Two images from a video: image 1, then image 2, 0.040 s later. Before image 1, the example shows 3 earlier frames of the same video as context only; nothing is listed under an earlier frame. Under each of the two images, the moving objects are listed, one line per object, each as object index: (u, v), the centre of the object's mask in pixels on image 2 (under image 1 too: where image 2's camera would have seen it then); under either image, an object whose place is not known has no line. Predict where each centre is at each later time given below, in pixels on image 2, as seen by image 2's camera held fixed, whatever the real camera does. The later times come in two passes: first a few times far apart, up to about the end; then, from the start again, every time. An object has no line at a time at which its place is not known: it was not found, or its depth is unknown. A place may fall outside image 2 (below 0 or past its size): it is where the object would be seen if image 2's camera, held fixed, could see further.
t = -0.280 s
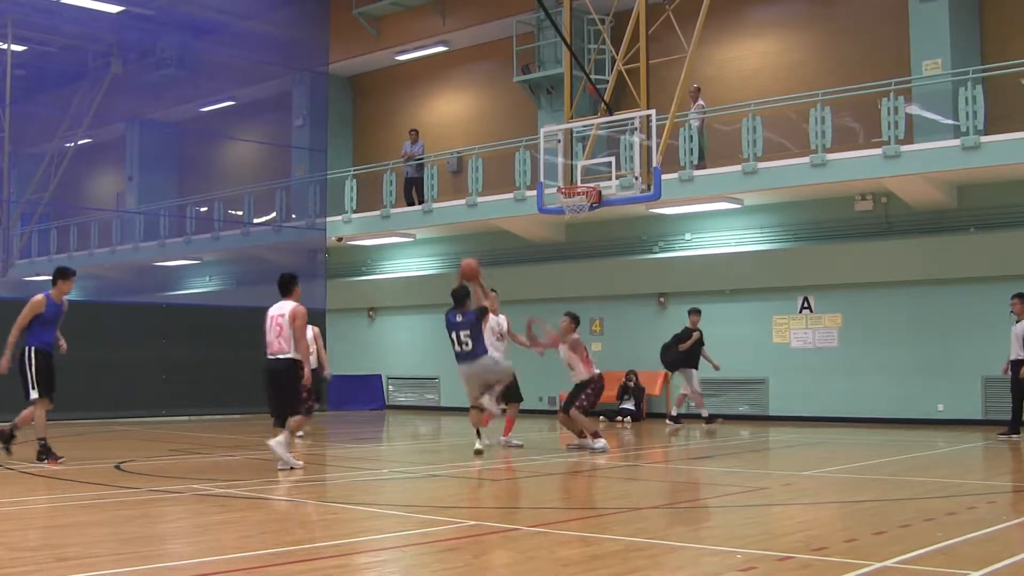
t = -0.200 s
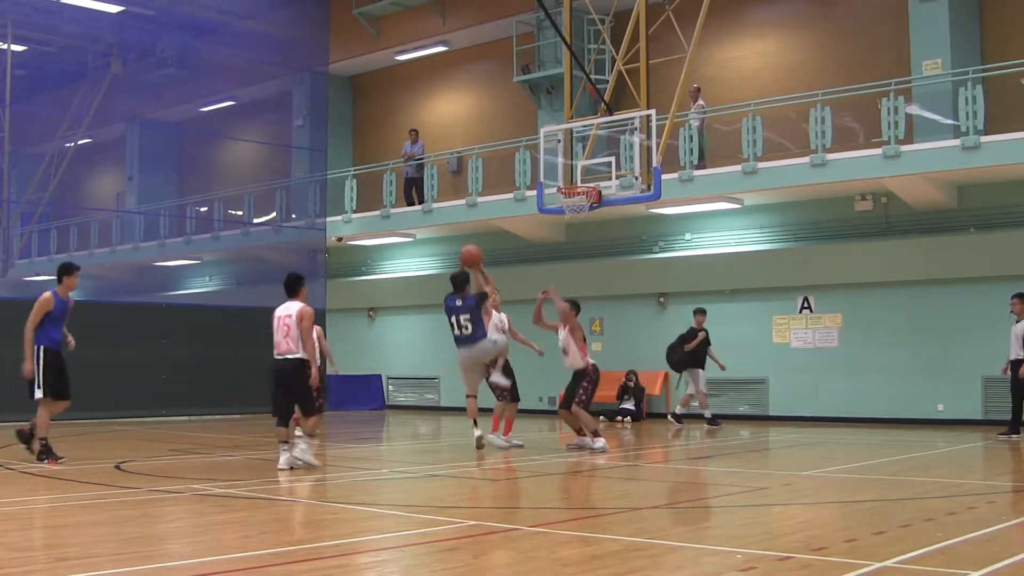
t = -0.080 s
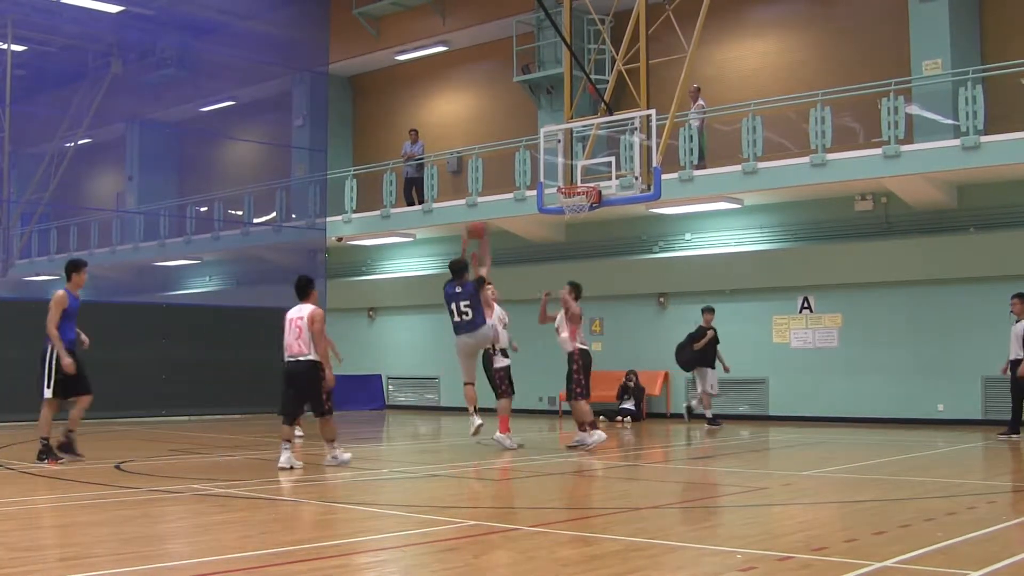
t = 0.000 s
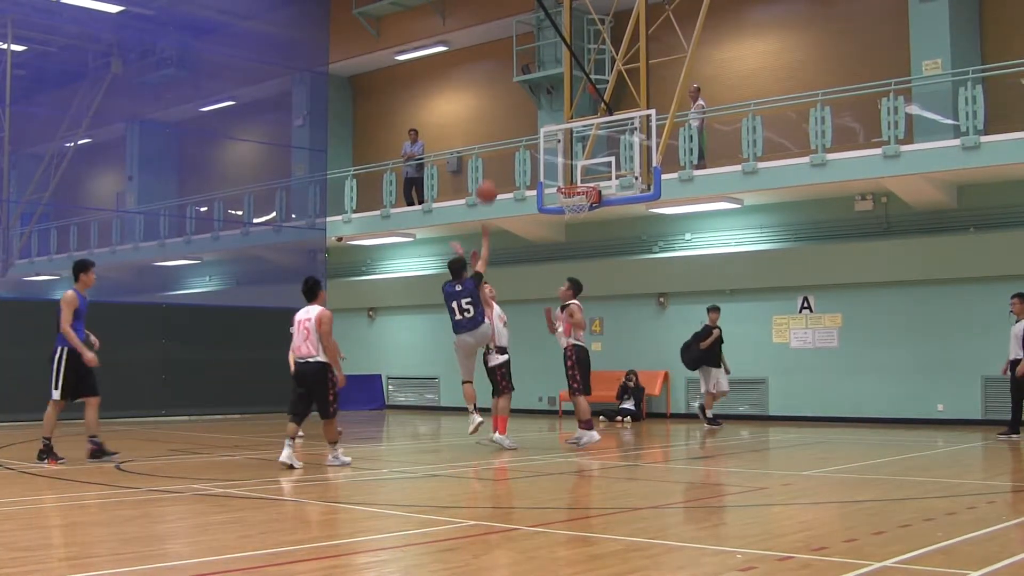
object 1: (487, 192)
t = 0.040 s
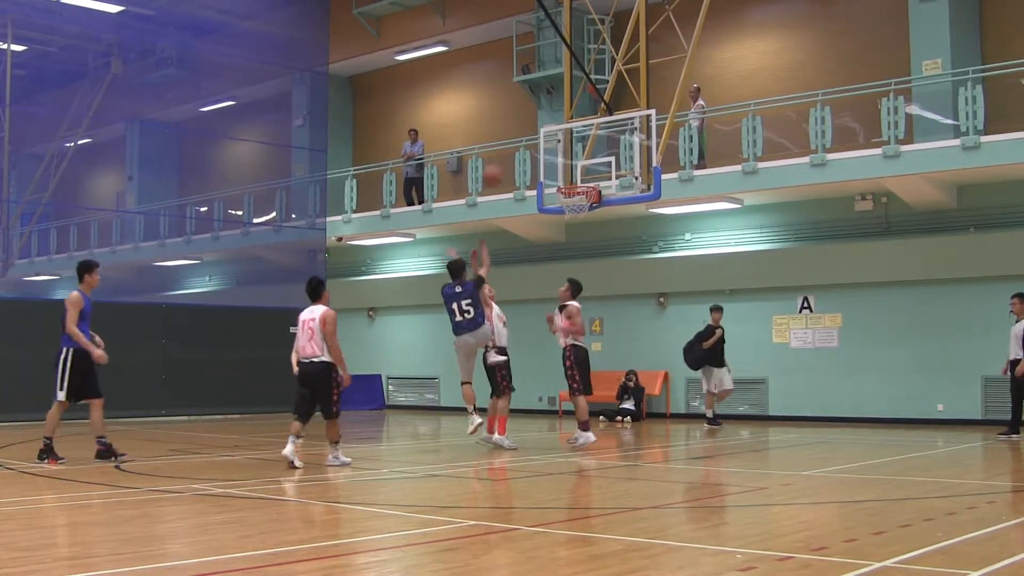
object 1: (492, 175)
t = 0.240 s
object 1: (516, 123)
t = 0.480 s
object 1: (543, 106)
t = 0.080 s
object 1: (497, 163)
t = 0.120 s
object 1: (502, 150)
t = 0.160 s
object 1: (506, 140)
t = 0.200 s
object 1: (512, 130)
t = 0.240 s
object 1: (516, 123)
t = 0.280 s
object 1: (521, 117)
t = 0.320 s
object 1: (527, 111)
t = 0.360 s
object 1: (530, 108)
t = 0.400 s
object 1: (535, 107)
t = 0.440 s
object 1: (539, 106)
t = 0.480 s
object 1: (543, 106)
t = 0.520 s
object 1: (549, 107)
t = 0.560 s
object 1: (553, 111)
